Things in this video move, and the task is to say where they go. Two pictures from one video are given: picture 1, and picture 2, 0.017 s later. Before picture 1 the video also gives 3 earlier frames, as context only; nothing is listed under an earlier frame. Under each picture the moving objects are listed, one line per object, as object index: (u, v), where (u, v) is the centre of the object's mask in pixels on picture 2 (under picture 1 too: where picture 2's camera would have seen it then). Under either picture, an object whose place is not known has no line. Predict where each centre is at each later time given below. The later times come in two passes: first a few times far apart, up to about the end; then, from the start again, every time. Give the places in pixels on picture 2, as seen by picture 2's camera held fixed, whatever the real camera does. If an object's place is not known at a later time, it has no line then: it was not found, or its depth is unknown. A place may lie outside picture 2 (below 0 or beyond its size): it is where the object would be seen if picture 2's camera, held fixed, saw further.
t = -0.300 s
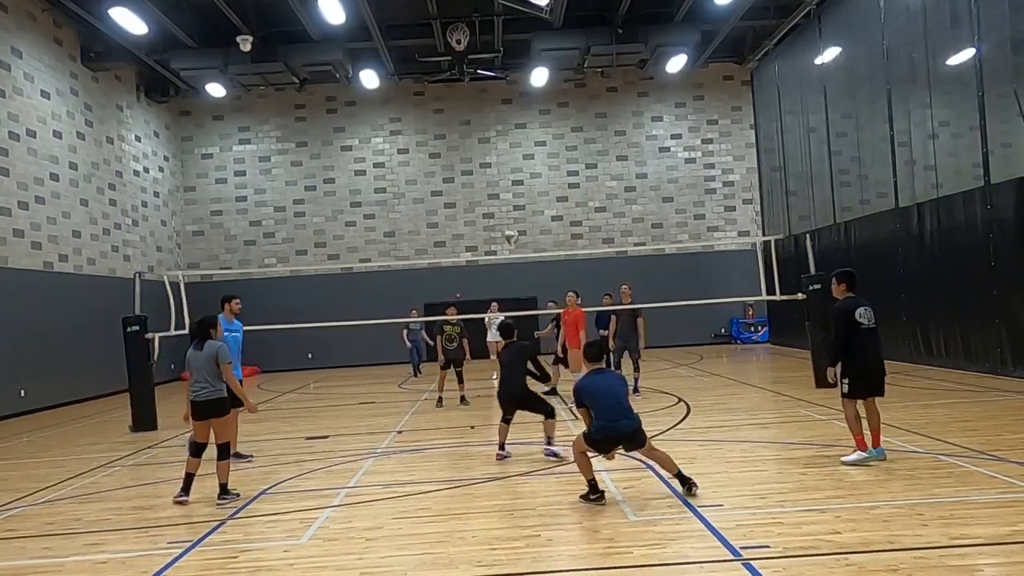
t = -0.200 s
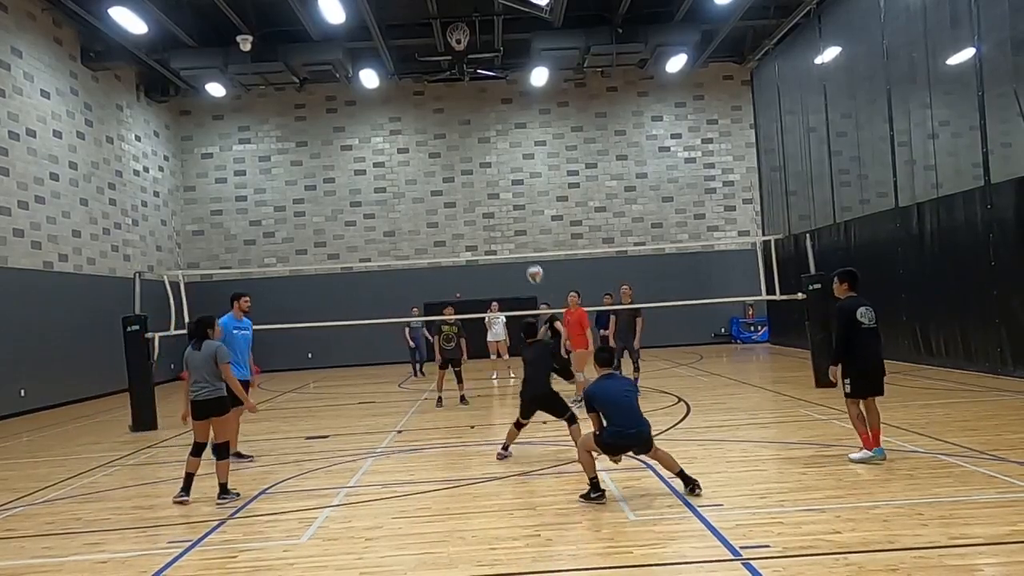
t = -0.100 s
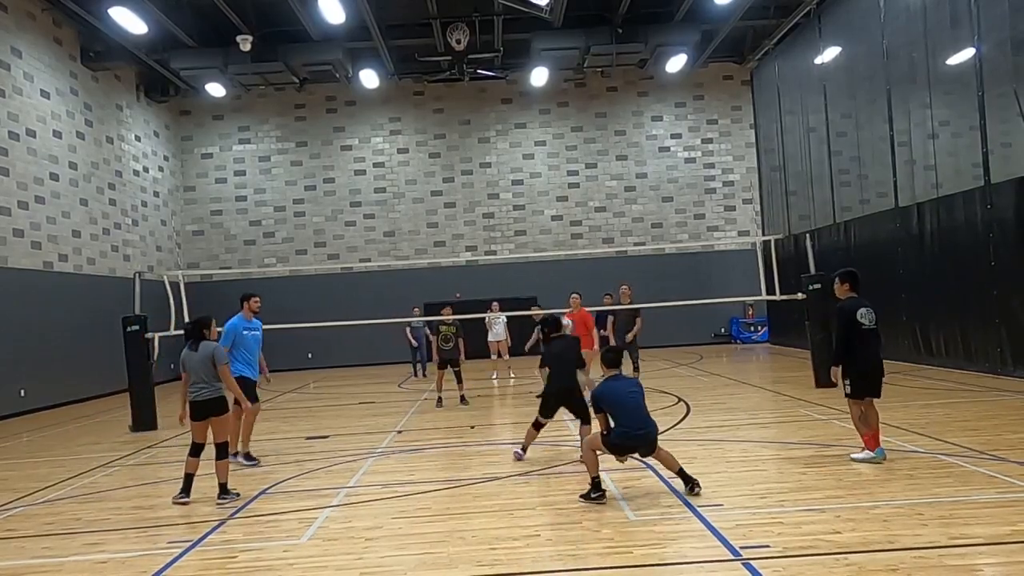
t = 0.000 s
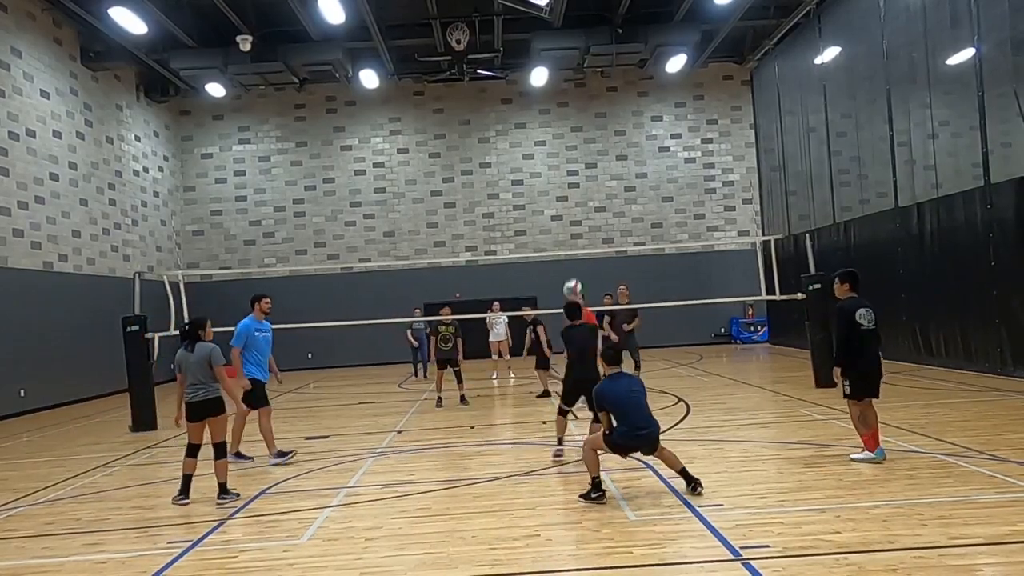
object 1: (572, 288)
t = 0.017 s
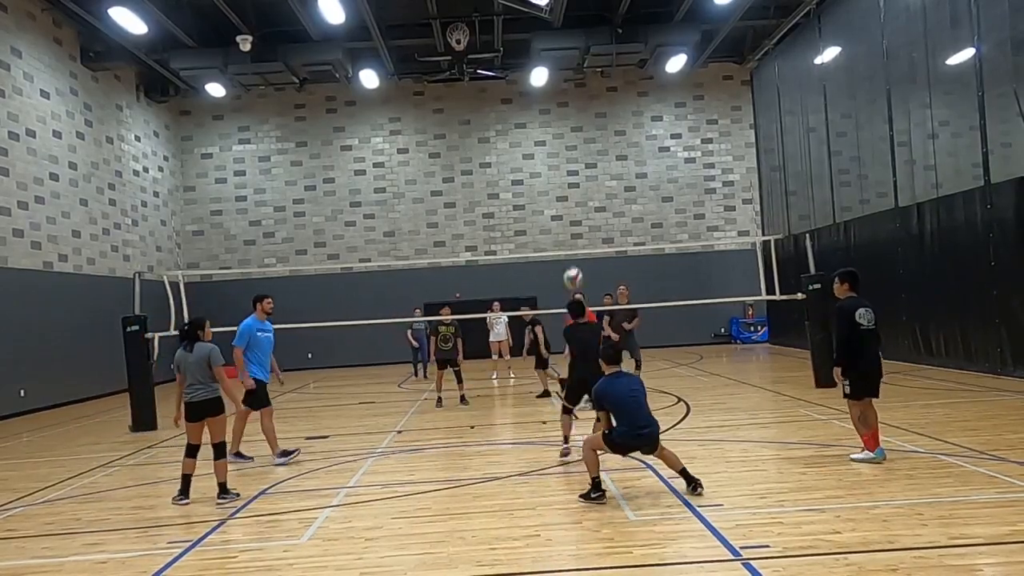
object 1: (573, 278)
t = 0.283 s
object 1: (577, 130)
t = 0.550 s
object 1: (585, 63)
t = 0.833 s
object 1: (594, 57)
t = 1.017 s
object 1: (603, 84)
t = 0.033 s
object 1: (573, 266)
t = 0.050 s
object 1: (573, 254)
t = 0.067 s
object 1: (574, 242)
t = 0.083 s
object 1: (573, 232)
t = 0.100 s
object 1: (573, 222)
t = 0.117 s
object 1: (573, 212)
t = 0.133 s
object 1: (574, 203)
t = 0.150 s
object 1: (575, 194)
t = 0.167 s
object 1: (575, 185)
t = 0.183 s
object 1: (575, 177)
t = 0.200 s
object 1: (576, 168)
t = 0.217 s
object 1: (576, 160)
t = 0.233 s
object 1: (577, 152)
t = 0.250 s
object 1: (576, 146)
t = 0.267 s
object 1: (578, 138)
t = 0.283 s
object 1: (577, 130)
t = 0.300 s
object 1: (578, 125)
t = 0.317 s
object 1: (578, 119)
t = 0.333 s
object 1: (579, 112)
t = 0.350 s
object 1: (579, 107)
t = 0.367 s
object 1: (579, 102)
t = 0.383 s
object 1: (580, 98)
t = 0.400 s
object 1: (580, 92)
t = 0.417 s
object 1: (580, 87)
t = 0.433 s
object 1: (581, 84)
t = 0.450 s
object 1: (582, 81)
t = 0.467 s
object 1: (582, 78)
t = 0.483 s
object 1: (583, 75)
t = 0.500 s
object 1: (583, 72)
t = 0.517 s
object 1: (583, 69)
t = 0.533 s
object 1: (584, 66)
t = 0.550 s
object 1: (585, 63)
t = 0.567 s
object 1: (585, 61)
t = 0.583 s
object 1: (586, 60)
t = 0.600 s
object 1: (586, 57)
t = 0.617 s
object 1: (586, 56)
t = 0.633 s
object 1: (587, 55)
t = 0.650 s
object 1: (588, 54)
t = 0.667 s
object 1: (589, 53)
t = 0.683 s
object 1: (589, 53)
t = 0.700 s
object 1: (589, 52)
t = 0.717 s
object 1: (590, 52)
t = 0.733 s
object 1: (590, 52)
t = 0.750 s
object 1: (591, 53)
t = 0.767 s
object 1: (592, 53)
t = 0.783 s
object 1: (593, 54)
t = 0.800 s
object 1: (593, 55)
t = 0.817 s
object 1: (593, 56)
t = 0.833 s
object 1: (594, 57)
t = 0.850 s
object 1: (595, 59)
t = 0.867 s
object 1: (596, 61)
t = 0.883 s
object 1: (597, 62)
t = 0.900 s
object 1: (597, 64)
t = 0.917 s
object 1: (598, 67)
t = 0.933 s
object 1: (598, 69)
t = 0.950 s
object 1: (600, 72)
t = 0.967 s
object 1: (600, 74)
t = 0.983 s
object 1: (601, 78)
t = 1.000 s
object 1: (602, 80)
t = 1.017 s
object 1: (603, 84)
